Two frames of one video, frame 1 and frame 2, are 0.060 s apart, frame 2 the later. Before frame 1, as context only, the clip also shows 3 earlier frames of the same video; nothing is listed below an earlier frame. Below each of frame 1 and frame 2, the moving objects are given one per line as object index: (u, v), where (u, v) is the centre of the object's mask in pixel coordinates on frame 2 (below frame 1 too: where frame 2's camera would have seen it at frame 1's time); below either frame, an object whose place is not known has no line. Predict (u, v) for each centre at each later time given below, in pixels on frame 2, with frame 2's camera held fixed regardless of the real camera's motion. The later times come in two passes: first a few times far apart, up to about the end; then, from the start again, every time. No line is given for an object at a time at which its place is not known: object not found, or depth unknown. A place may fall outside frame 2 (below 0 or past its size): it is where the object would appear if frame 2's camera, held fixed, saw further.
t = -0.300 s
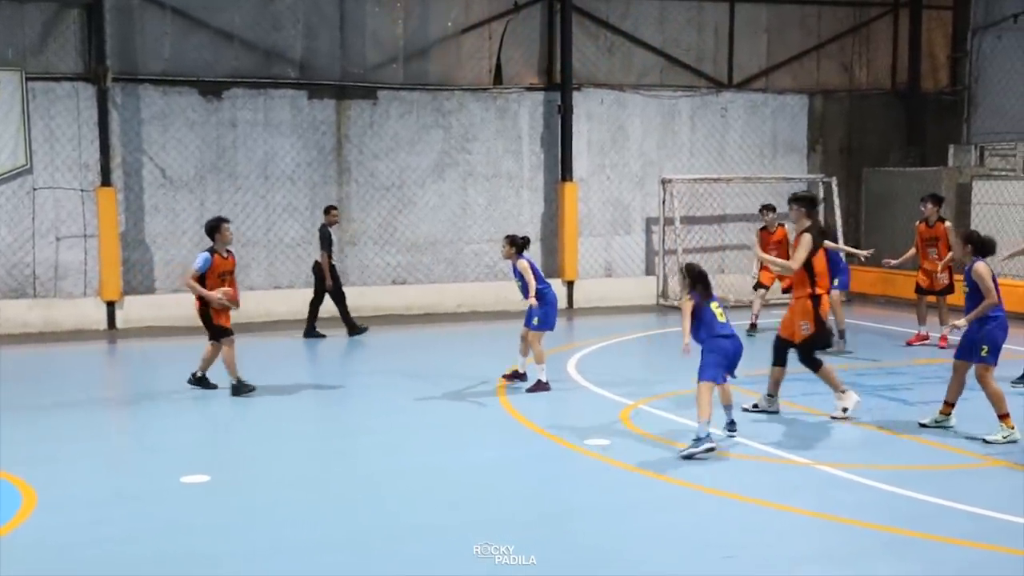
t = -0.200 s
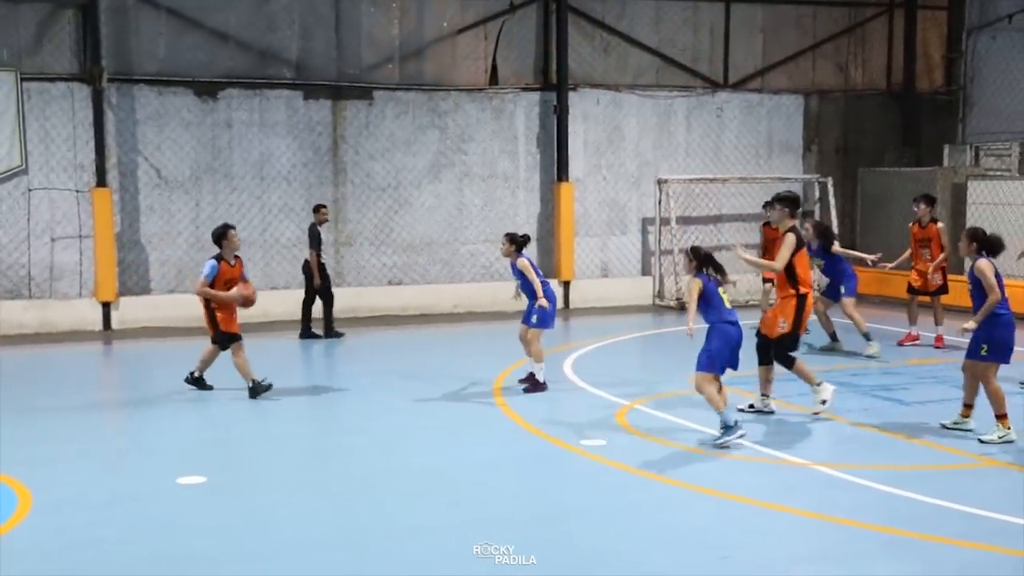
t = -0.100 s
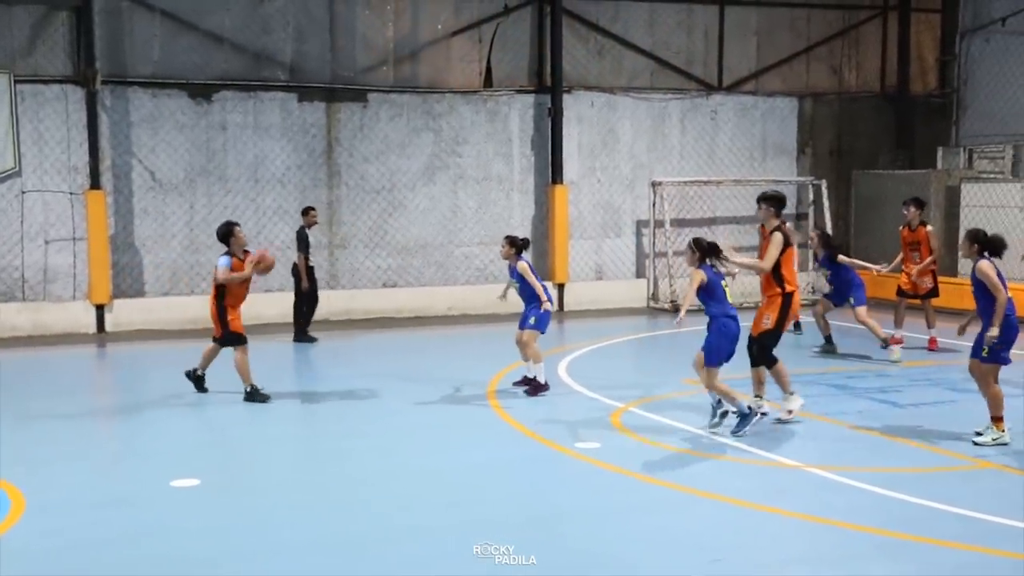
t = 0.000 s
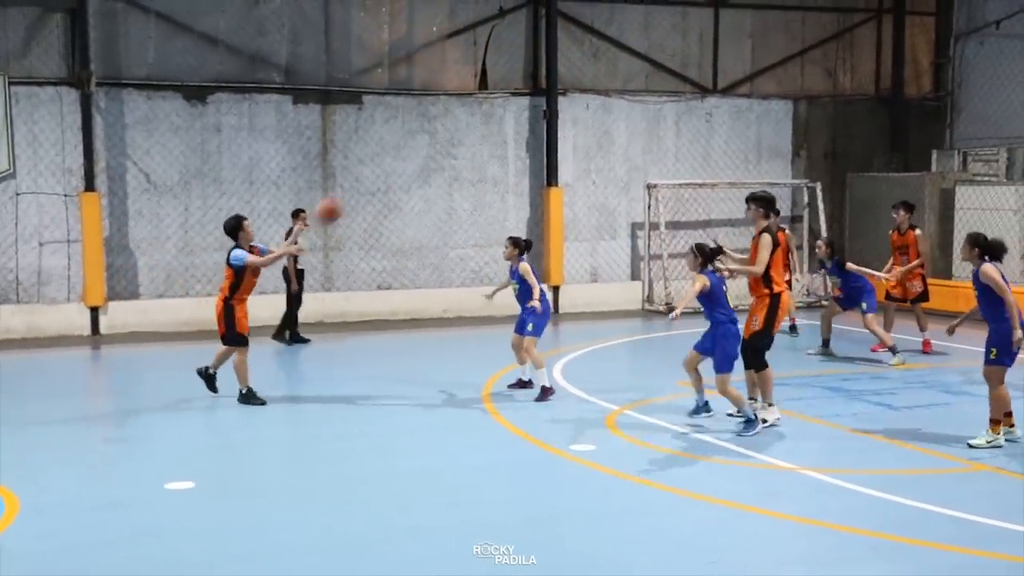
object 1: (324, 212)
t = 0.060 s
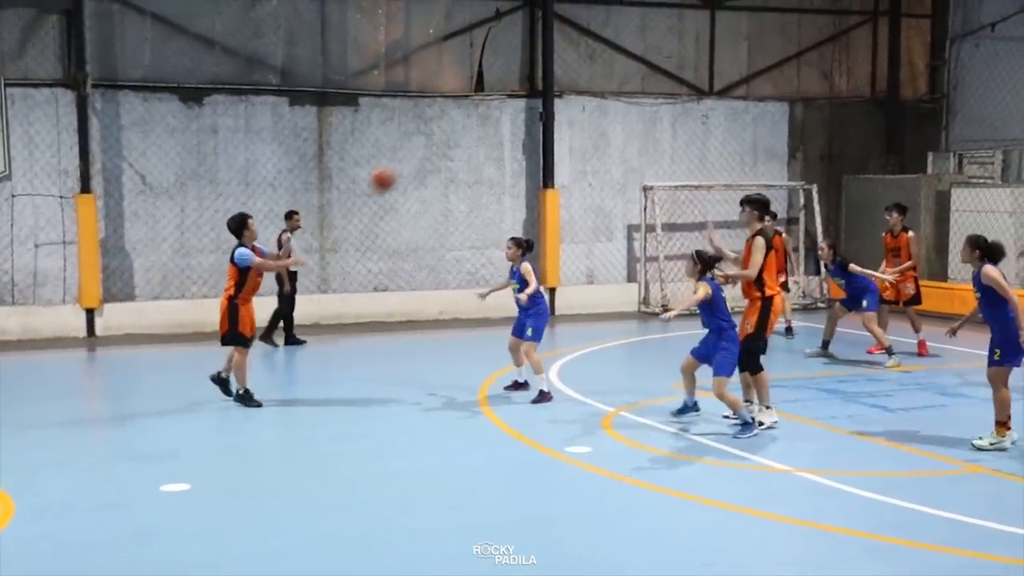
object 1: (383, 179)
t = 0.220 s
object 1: (550, 102)
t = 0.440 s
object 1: (825, 31)
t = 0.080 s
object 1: (402, 168)
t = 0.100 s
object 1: (423, 159)
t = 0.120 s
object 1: (442, 149)
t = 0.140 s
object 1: (462, 140)
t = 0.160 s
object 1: (484, 130)
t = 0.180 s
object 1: (506, 122)
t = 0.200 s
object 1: (529, 110)
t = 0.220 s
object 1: (550, 102)
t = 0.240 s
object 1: (574, 94)
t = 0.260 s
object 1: (597, 85)
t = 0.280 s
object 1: (622, 77)
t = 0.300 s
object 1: (646, 71)
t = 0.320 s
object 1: (669, 64)
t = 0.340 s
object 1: (695, 58)
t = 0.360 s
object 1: (719, 50)
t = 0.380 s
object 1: (744, 45)
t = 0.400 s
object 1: (769, 39)
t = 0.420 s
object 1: (796, 35)
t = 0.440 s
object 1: (825, 31)
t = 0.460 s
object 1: (852, 26)
